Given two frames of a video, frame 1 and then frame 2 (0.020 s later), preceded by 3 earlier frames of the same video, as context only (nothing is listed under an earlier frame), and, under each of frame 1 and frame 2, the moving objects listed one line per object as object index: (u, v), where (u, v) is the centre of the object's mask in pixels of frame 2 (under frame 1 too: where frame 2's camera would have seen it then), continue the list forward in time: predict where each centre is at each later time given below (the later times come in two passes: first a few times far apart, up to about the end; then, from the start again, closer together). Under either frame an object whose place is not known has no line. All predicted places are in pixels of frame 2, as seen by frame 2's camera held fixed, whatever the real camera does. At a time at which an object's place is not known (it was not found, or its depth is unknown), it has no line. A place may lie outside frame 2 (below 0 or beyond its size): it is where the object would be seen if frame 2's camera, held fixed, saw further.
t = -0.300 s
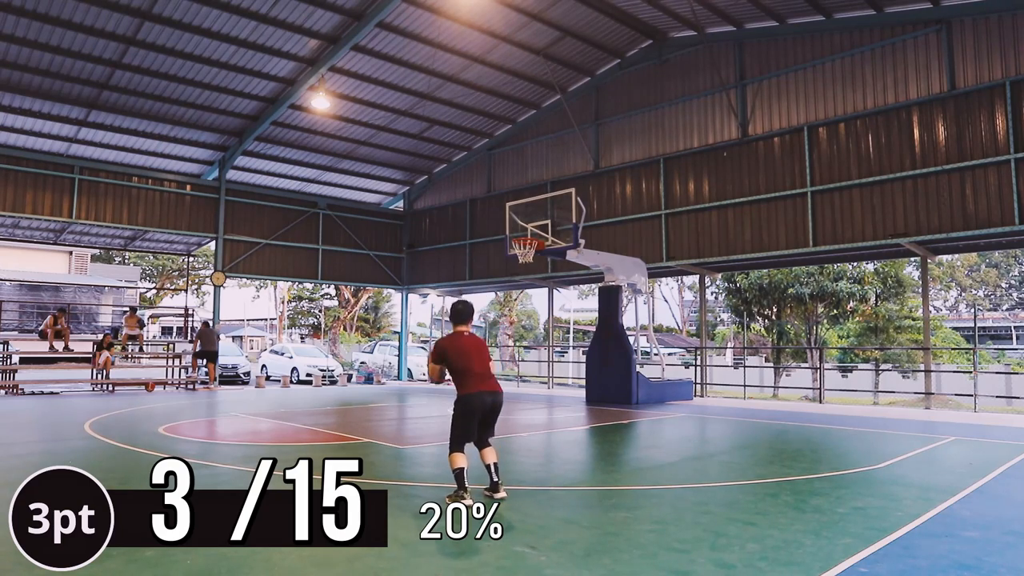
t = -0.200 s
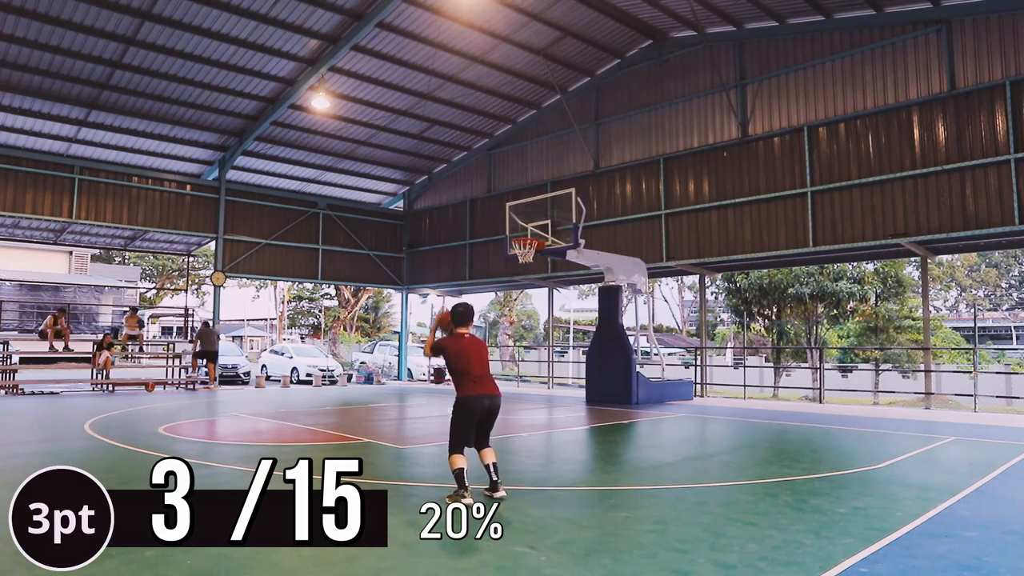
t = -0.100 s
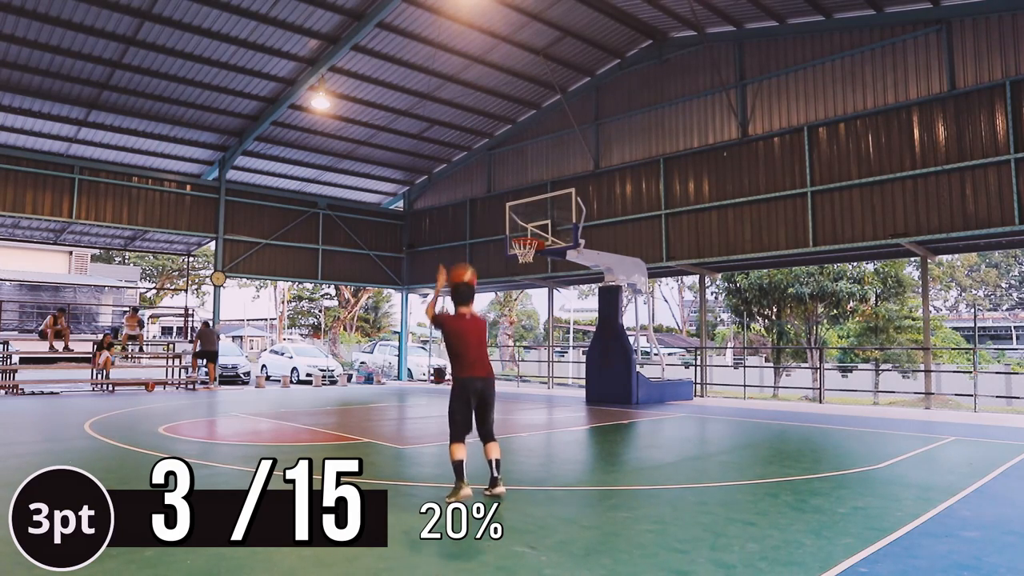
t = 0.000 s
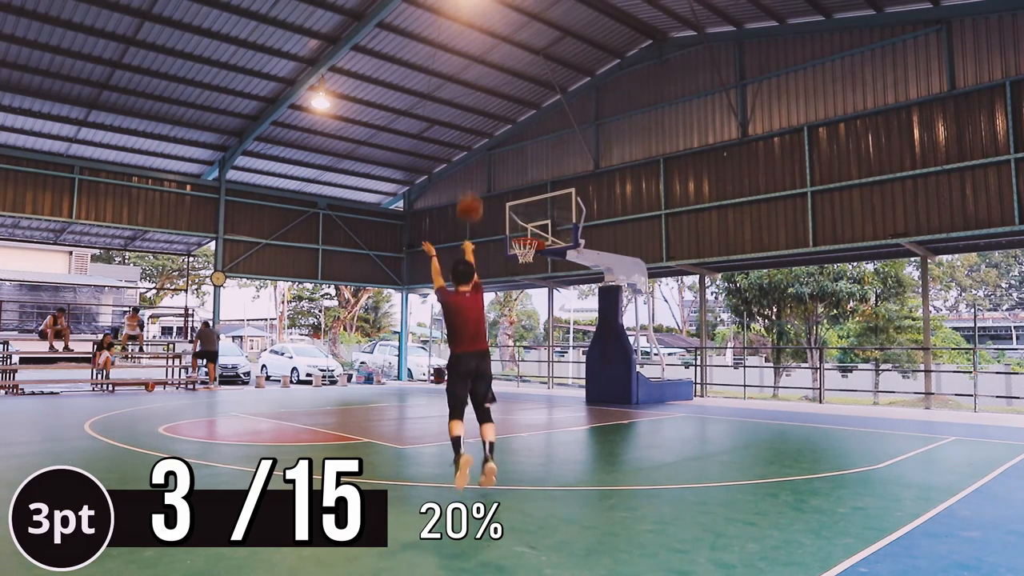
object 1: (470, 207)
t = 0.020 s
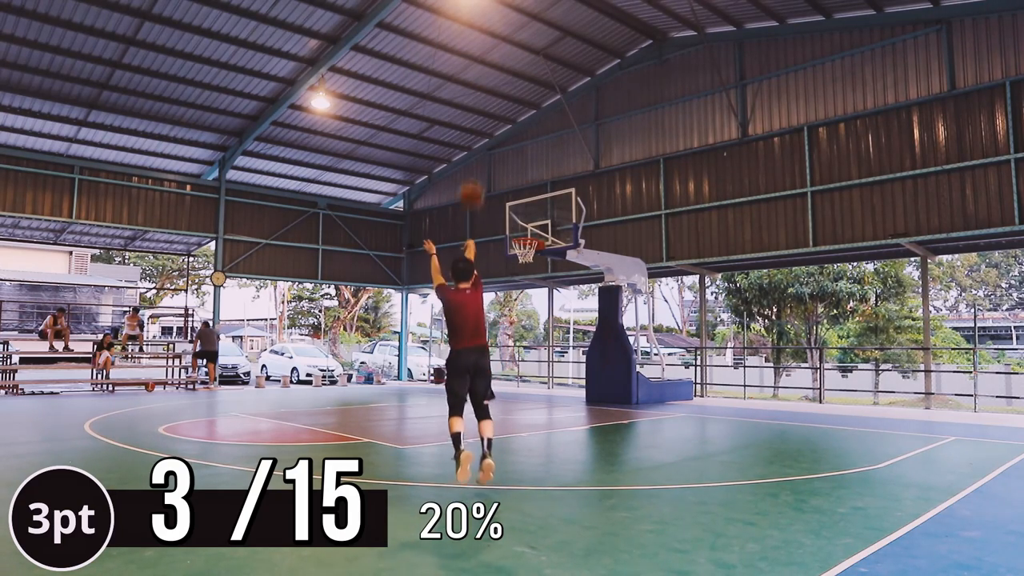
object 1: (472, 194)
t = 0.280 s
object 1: (488, 85)
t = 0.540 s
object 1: (500, 54)
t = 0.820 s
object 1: (510, 74)
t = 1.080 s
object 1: (516, 129)
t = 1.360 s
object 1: (521, 217)
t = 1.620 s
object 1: (521, 198)
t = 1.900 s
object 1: (520, 192)
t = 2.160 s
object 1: (518, 222)
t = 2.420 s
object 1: (517, 292)
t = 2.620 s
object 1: (515, 374)
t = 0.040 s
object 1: (472, 181)
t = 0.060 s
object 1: (474, 171)
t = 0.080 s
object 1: (475, 160)
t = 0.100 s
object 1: (477, 149)
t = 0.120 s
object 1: (480, 138)
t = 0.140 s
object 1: (480, 131)
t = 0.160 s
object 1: (482, 122)
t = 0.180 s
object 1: (483, 115)
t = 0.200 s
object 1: (484, 107)
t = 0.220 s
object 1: (485, 101)
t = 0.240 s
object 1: (487, 95)
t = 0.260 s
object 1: (488, 89)
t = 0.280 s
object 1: (488, 85)
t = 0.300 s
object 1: (489, 79)
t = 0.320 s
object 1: (490, 75)
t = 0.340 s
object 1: (493, 72)
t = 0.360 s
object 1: (493, 69)
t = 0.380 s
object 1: (494, 65)
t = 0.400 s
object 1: (495, 63)
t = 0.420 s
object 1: (495, 61)
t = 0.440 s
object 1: (496, 59)
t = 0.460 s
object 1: (496, 57)
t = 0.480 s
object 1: (497, 56)
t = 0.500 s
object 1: (498, 55)
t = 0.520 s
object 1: (499, 55)
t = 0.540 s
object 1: (500, 54)
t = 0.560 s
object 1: (501, 54)
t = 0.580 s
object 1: (502, 54)
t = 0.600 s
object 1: (502, 54)
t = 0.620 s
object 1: (503, 55)
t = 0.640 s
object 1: (505, 55)
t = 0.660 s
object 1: (505, 57)
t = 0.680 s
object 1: (506, 57)
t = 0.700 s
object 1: (507, 59)
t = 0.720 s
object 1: (507, 62)
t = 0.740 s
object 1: (508, 64)
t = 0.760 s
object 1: (509, 66)
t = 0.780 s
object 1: (509, 69)
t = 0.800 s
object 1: (510, 72)
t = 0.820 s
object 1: (510, 74)
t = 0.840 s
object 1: (511, 78)
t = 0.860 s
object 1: (511, 81)
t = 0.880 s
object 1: (512, 85)
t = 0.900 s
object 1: (512, 87)
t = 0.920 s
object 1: (512, 92)
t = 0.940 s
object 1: (512, 96)
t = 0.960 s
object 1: (513, 100)
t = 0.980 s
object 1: (514, 104)
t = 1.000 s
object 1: (514, 109)
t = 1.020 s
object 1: (515, 113)
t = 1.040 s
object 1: (516, 118)
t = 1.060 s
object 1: (516, 123)
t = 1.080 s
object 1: (516, 129)
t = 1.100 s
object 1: (517, 134)
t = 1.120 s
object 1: (517, 139)
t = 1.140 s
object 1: (518, 145)
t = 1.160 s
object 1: (518, 151)
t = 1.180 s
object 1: (518, 157)
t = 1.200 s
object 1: (518, 163)
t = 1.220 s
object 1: (519, 170)
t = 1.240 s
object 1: (520, 176)
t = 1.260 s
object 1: (520, 181)
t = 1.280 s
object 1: (519, 187)
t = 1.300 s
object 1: (521, 197)
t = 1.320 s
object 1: (521, 203)
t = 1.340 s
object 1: (521, 211)
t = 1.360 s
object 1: (521, 217)
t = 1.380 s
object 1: (522, 224)
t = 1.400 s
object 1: (522, 231)
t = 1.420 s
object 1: (522, 227)
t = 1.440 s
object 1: (522, 224)
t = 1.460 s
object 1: (522, 221)
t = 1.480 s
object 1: (521, 218)
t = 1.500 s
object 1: (521, 214)
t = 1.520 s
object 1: (521, 209)
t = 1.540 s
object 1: (521, 209)
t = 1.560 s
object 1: (521, 205)
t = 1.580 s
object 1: (522, 202)
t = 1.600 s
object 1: (521, 200)
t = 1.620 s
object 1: (521, 198)
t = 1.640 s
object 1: (521, 197)
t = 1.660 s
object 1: (521, 196)
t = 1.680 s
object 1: (521, 194)
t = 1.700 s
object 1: (521, 193)
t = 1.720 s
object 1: (521, 191)
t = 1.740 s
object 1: (521, 191)
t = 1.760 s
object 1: (521, 190)
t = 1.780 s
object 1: (521, 190)
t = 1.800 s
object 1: (521, 190)
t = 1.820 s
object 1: (520, 190)
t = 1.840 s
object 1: (520, 190)
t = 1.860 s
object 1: (520, 190)
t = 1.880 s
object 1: (520, 191)
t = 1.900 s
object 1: (520, 192)
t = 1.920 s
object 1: (520, 193)
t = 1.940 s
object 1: (520, 194)
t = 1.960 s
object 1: (520, 196)
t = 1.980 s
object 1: (520, 198)
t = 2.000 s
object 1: (519, 199)
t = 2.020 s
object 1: (519, 201)
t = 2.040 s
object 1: (519, 203)
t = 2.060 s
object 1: (517, 207)
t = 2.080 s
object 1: (518, 209)
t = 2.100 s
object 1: (518, 212)
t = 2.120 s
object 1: (518, 215)
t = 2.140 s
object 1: (518, 219)
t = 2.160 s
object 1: (518, 222)
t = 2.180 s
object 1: (518, 226)
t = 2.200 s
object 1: (518, 230)
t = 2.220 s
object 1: (517, 235)
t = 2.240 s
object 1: (517, 239)
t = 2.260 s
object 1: (518, 245)
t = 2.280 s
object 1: (518, 247)
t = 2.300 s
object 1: (518, 255)
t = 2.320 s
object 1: (517, 261)
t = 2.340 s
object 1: (517, 267)
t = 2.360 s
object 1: (518, 273)
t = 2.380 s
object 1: (517, 279)
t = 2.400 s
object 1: (517, 285)
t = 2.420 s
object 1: (517, 292)
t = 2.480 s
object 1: (516, 316)
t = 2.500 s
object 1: (516, 323)
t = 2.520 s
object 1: (516, 330)
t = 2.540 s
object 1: (516, 338)
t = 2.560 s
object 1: (516, 347)
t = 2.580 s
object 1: (515, 356)
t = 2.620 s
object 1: (515, 374)
